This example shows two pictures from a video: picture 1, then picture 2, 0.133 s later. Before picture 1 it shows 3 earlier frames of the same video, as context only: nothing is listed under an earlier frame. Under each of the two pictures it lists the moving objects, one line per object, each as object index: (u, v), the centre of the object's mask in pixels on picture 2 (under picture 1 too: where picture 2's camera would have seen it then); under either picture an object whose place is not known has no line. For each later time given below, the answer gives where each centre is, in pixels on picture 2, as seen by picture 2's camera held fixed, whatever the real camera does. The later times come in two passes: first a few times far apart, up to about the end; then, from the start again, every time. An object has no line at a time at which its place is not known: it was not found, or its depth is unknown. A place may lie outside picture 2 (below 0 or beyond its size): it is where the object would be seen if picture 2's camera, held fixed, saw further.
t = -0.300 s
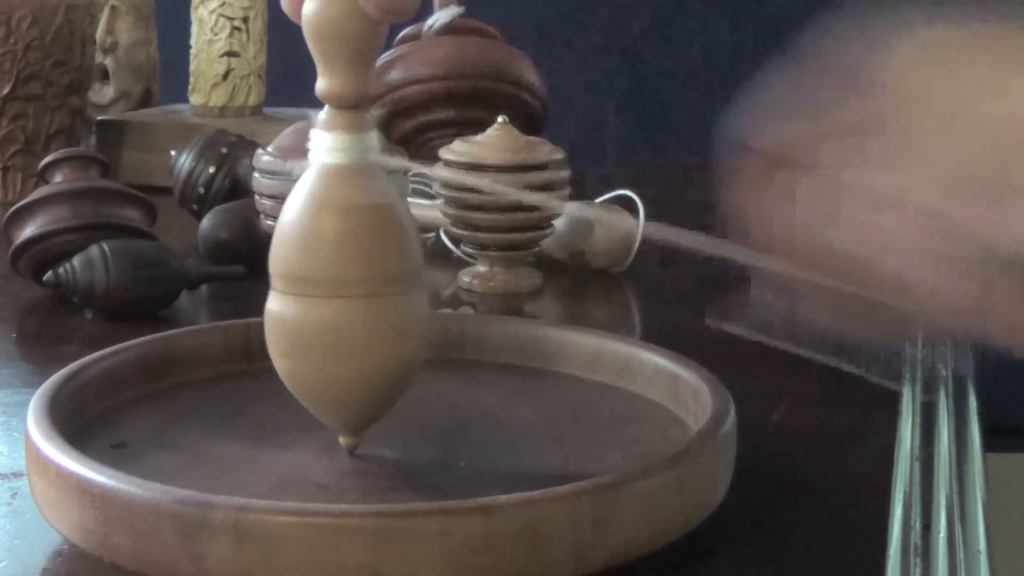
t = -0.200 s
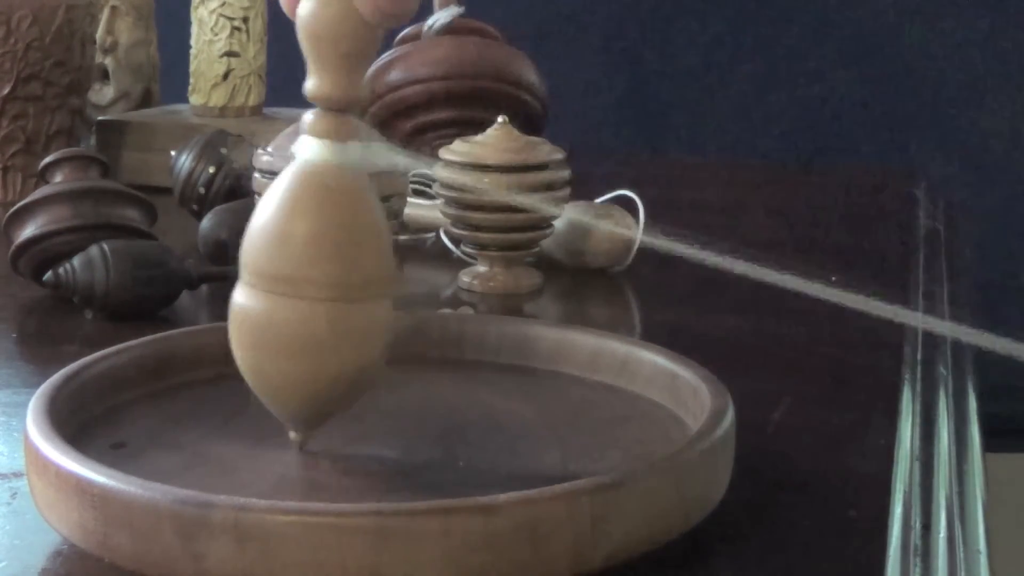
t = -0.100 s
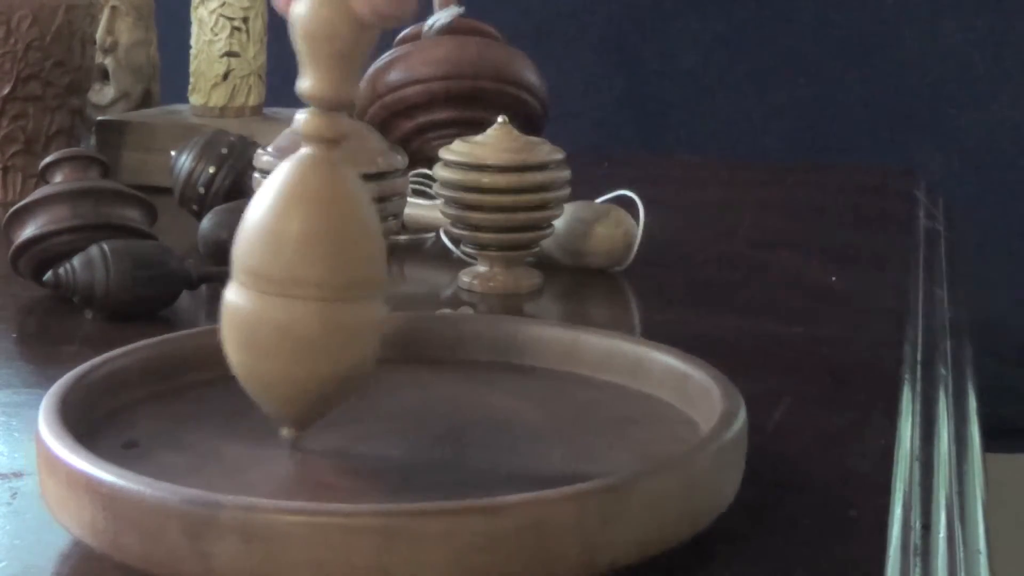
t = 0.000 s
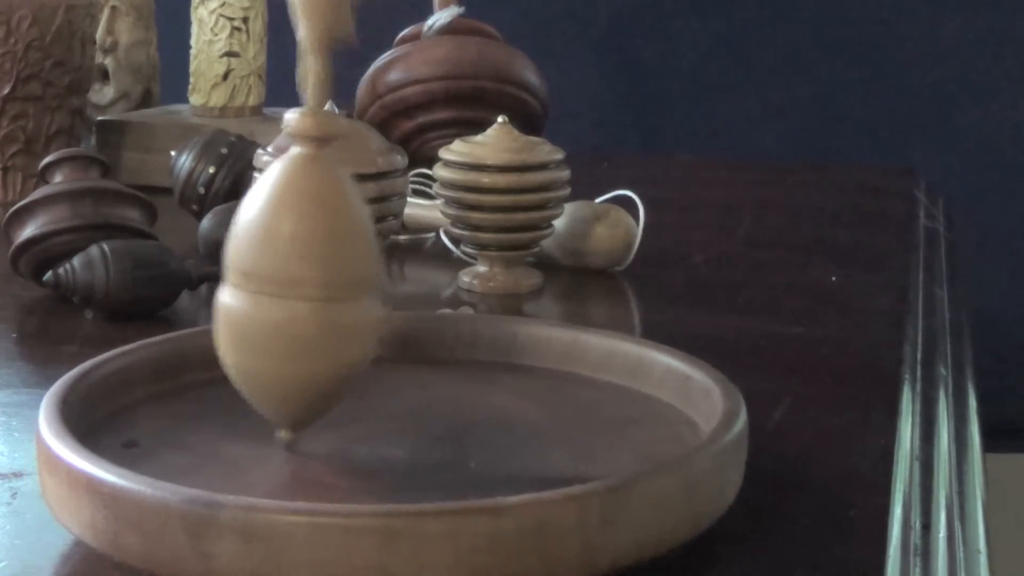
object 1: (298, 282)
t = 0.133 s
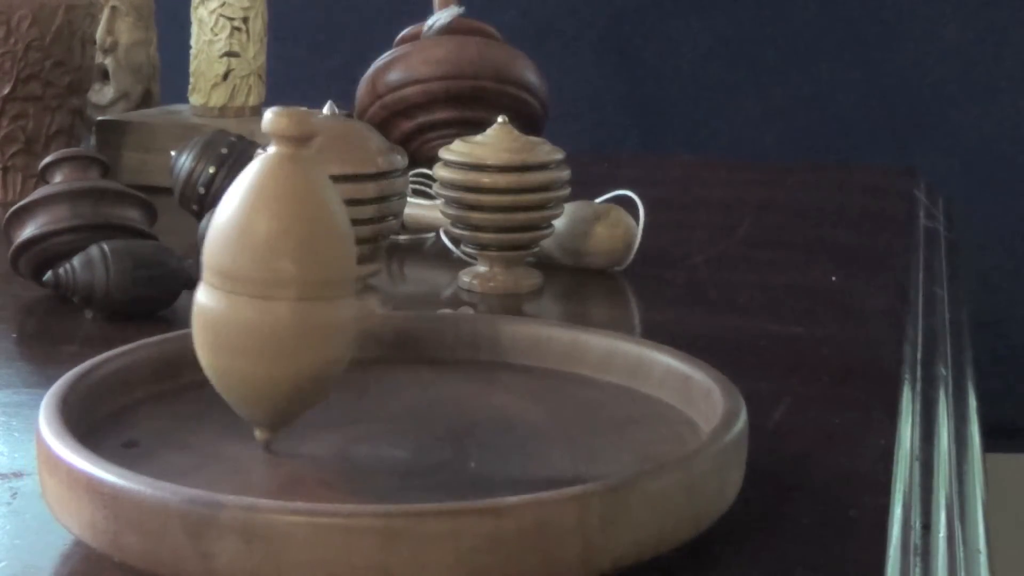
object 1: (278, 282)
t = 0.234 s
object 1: (281, 283)
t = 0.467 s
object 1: (298, 281)
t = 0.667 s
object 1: (315, 273)
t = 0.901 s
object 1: (354, 265)
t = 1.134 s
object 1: (402, 266)
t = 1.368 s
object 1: (444, 268)
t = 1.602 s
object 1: (472, 274)
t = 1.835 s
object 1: (482, 281)
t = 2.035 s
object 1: (482, 287)
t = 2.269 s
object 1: (472, 293)
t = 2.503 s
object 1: (466, 297)
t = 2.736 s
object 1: (471, 298)
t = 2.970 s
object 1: (477, 300)
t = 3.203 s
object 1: (488, 299)
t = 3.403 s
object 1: (492, 298)
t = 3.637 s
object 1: (493, 297)
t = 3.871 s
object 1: (491, 297)
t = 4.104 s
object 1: (488, 297)
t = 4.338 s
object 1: (488, 297)
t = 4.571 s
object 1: (489, 297)
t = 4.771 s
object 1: (490, 297)
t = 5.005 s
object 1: (492, 296)
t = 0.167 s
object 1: (278, 282)
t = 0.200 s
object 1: (279, 283)
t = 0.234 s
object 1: (281, 283)
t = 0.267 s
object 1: (284, 283)
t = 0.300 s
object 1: (287, 283)
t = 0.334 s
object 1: (290, 284)
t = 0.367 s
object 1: (293, 284)
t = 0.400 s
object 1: (295, 283)
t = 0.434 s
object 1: (296, 282)
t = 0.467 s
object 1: (298, 281)
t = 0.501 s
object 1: (299, 279)
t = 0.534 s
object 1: (301, 278)
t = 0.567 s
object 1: (304, 277)
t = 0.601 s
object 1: (307, 276)
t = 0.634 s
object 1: (311, 274)
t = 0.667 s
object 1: (315, 273)
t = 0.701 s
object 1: (320, 272)
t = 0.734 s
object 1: (324, 271)
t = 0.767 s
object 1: (330, 270)
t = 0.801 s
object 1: (335, 268)
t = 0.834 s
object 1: (341, 268)
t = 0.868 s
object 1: (347, 267)
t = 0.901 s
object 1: (354, 265)
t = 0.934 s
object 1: (361, 266)
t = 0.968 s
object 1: (368, 266)
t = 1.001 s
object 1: (375, 265)
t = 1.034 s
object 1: (382, 266)
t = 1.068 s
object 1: (389, 266)
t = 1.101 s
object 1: (396, 266)
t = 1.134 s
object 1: (402, 266)
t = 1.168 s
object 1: (408, 265)
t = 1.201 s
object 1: (415, 266)
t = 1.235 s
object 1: (421, 265)
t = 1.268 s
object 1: (428, 266)
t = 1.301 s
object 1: (434, 266)
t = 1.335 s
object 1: (439, 267)
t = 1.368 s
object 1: (444, 268)
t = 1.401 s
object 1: (449, 269)
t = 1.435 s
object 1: (454, 270)
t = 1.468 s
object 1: (458, 270)
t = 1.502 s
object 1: (462, 271)
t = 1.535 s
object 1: (465, 271)
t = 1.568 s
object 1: (470, 274)
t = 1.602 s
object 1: (472, 274)
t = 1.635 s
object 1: (475, 276)
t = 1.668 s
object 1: (477, 276)
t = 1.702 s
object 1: (479, 278)
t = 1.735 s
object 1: (480, 278)
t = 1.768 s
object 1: (481, 279)
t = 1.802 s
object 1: (482, 280)
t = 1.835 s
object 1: (482, 281)
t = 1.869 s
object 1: (482, 282)
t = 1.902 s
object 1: (482, 283)
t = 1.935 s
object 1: (483, 284)
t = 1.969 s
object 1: (483, 285)
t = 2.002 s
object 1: (482, 286)
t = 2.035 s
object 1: (482, 287)
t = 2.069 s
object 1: (481, 288)
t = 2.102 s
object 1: (481, 289)
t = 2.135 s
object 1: (479, 290)
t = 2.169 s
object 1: (477, 291)
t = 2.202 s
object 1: (475, 291)
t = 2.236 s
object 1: (473, 292)
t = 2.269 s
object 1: (472, 293)
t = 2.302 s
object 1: (471, 294)
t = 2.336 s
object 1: (469, 294)
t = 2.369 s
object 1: (468, 295)
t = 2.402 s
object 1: (467, 295)
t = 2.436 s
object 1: (467, 296)
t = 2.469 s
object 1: (466, 296)
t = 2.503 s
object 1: (466, 297)
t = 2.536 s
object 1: (466, 297)
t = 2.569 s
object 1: (466, 297)
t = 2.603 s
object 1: (467, 297)
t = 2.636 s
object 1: (467, 297)
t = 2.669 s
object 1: (468, 297)
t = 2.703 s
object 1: (470, 297)
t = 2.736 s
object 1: (471, 298)
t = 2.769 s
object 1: (471, 298)
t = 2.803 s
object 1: (472, 298)
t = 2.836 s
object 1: (473, 299)
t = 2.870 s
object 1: (474, 299)
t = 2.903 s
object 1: (475, 300)
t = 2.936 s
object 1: (476, 300)
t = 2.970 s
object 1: (477, 300)
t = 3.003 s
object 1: (479, 300)
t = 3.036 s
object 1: (481, 300)
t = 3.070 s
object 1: (483, 300)
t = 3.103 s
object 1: (484, 300)
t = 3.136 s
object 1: (486, 299)
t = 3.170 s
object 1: (487, 299)
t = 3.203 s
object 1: (488, 299)
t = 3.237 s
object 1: (489, 298)
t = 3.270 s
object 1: (490, 298)
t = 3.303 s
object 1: (490, 298)
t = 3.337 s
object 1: (491, 298)
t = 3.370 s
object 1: (492, 298)
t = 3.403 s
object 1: (492, 298)
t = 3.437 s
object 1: (492, 298)
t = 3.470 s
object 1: (492, 297)
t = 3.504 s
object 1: (492, 297)
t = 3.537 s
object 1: (492, 297)
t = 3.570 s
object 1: (493, 297)
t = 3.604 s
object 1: (493, 297)
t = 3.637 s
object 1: (493, 297)
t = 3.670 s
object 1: (493, 297)
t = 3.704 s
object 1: (493, 297)
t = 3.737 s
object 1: (493, 297)
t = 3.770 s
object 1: (493, 297)
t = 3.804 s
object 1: (493, 297)
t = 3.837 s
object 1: (492, 297)
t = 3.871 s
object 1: (491, 297)
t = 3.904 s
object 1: (491, 297)
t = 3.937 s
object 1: (490, 297)
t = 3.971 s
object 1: (490, 297)
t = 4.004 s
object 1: (489, 297)
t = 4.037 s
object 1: (489, 297)
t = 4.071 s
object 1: (489, 297)
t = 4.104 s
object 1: (488, 297)
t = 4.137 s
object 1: (488, 297)
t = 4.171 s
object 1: (488, 297)
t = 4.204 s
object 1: (488, 297)
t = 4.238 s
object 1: (488, 297)
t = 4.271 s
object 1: (488, 297)
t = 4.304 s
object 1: (488, 298)
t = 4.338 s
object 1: (488, 297)
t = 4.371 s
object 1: (489, 298)
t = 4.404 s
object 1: (489, 298)
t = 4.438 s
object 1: (489, 298)
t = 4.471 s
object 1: (489, 298)
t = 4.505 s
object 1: (489, 297)
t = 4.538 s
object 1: (489, 297)
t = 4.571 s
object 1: (489, 297)
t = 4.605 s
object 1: (490, 297)
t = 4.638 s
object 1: (490, 297)
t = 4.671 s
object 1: (490, 297)
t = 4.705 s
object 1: (490, 297)
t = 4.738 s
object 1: (490, 297)
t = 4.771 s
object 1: (490, 297)
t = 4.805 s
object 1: (490, 297)
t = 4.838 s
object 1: (490, 297)
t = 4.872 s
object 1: (490, 296)
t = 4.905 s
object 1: (492, 296)
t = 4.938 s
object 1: (492, 296)
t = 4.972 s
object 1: (493, 296)
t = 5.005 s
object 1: (492, 296)
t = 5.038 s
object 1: (492, 296)
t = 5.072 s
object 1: (492, 296)
